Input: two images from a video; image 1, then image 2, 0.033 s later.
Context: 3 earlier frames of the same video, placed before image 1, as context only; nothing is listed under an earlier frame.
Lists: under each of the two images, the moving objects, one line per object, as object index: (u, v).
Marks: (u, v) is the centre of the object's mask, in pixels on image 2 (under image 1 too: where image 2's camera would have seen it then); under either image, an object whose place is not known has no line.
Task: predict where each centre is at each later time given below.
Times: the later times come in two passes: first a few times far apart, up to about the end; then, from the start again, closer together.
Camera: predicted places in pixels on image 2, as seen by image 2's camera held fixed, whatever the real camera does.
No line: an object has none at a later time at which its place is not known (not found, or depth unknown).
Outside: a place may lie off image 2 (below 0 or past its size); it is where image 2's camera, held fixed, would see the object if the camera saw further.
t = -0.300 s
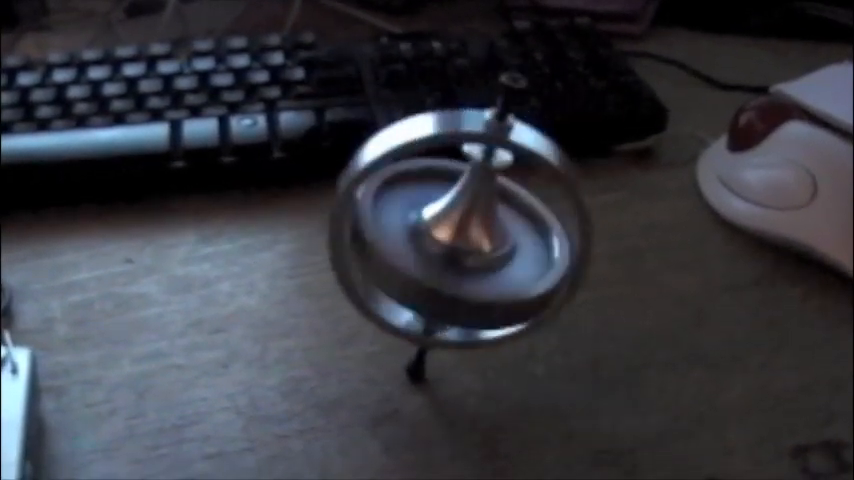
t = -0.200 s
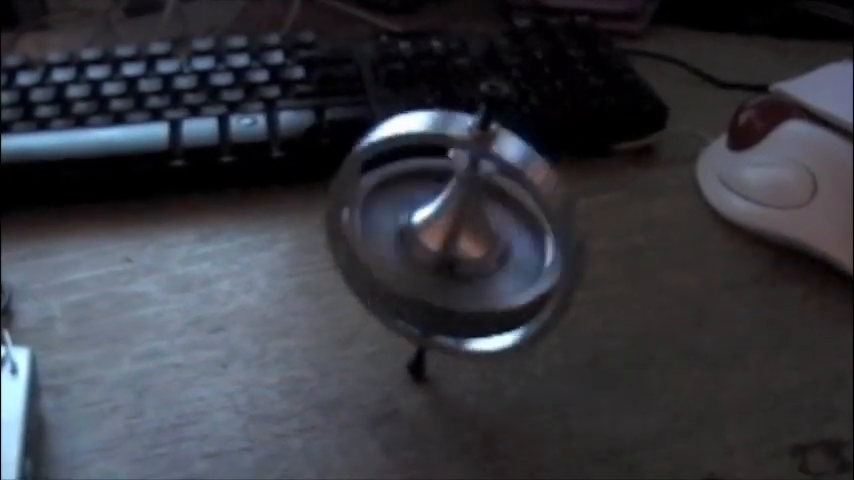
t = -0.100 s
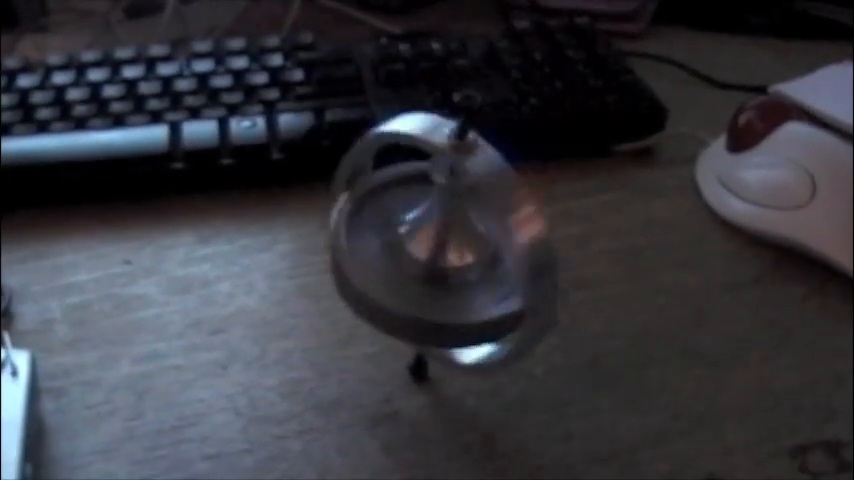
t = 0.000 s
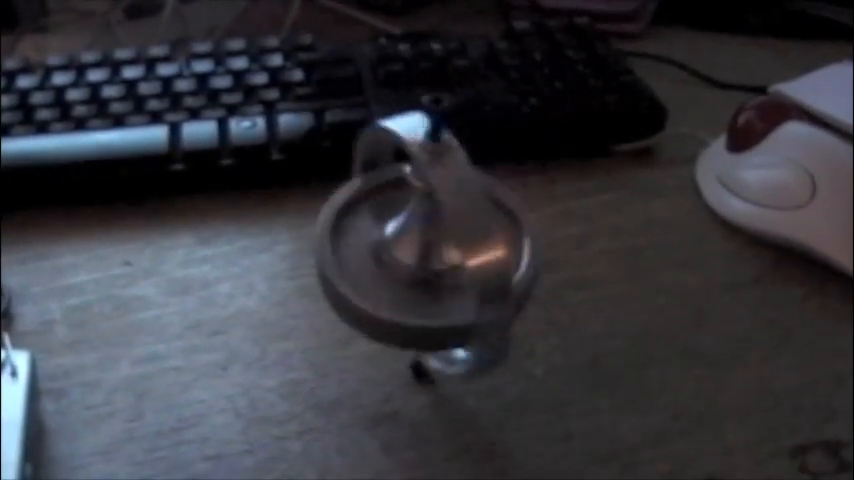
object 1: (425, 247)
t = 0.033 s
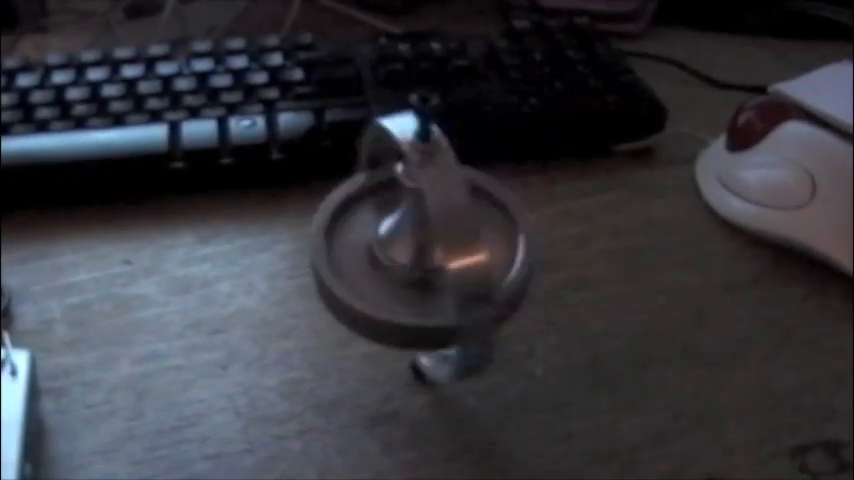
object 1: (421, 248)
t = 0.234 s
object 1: (395, 244)
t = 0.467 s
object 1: (371, 230)
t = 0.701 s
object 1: (383, 215)
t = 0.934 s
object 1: (408, 207)
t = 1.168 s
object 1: (435, 210)
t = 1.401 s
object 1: (451, 214)
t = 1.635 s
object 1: (458, 225)
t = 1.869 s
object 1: (452, 234)
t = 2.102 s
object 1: (418, 248)
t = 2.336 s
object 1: (387, 237)
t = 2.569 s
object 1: (372, 222)
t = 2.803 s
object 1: (390, 209)
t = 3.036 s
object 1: (418, 205)
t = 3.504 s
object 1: (456, 216)
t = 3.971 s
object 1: (437, 242)
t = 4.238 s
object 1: (401, 244)
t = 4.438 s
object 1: (378, 233)
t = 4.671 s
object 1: (378, 217)
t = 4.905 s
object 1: (402, 207)
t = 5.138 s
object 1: (430, 206)
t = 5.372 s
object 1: (448, 212)
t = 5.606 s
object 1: (459, 223)
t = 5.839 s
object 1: (451, 230)
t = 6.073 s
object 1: (423, 245)
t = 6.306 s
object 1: (393, 239)
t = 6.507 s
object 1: (371, 225)
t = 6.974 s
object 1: (414, 205)
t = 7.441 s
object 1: (454, 215)
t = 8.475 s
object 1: (371, 226)
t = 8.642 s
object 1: (381, 216)
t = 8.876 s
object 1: (407, 207)
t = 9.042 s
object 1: (426, 206)
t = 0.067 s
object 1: (415, 249)
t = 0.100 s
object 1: (412, 249)
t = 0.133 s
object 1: (408, 246)
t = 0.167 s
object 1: (404, 246)
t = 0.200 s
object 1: (400, 245)
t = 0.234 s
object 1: (395, 244)
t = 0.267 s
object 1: (392, 242)
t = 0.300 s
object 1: (387, 240)
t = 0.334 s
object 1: (384, 237)
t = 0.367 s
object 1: (381, 235)
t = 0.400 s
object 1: (377, 233)
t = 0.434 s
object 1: (374, 233)
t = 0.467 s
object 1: (371, 230)
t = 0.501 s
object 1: (370, 228)
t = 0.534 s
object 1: (372, 224)
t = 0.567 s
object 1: (372, 220)
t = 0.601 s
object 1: (375, 220)
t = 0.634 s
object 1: (378, 218)
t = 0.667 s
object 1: (380, 216)
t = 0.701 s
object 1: (383, 215)
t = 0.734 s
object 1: (385, 213)
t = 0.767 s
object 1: (389, 212)
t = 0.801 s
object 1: (393, 210)
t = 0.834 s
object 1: (397, 209)
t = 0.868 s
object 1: (401, 209)
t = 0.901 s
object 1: (405, 207)
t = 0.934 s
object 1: (408, 207)
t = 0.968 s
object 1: (412, 207)
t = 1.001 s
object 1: (416, 207)
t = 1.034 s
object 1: (420, 207)
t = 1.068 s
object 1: (425, 207)
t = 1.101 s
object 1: (428, 207)
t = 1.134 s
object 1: (432, 209)
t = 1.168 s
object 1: (435, 210)
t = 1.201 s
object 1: (438, 212)
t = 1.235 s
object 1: (439, 212)
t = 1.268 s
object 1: (442, 212)
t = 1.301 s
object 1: (446, 212)
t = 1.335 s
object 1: (447, 213)
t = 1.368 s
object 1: (449, 213)
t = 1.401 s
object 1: (451, 214)
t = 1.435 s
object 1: (453, 215)
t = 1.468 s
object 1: (456, 216)
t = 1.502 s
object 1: (457, 217)
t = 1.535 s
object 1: (458, 219)
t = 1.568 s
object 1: (459, 222)
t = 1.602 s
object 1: (459, 223)
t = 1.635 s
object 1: (458, 225)
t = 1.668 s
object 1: (458, 227)
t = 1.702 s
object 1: (458, 228)
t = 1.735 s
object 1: (458, 231)
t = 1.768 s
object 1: (458, 231)
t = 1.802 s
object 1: (456, 232)
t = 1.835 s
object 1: (454, 233)
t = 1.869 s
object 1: (452, 234)
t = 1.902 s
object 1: (447, 236)
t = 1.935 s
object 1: (443, 239)
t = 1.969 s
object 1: (435, 242)
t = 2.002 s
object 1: (430, 245)
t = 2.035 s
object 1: (426, 247)
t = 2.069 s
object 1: (422, 247)
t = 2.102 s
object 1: (418, 248)
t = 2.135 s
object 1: (413, 248)
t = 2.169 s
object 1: (408, 246)
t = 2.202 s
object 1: (405, 245)
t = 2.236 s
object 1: (400, 243)
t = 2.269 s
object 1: (395, 243)
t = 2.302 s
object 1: (392, 239)
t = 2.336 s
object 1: (387, 237)
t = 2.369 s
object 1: (384, 235)
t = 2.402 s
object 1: (382, 233)
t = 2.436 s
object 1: (378, 232)
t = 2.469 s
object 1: (373, 230)
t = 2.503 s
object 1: (370, 227)
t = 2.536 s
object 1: (371, 224)
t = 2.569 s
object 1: (372, 222)
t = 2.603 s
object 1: (374, 219)
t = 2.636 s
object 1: (376, 218)
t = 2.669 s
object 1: (377, 216)
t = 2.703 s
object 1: (380, 214)
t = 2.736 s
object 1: (384, 213)
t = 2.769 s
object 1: (386, 212)
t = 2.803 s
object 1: (390, 209)
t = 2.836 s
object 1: (394, 207)
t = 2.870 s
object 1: (398, 208)
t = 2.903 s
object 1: (403, 207)
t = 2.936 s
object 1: (407, 206)
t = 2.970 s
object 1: (410, 206)
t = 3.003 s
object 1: (414, 205)
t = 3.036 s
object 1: (418, 205)
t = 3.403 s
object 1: (448, 212)
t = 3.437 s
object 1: (452, 214)
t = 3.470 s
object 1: (454, 215)
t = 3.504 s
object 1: (456, 216)
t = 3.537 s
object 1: (456, 218)
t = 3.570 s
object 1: (457, 219)
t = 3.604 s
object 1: (458, 220)
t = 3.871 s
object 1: (452, 233)
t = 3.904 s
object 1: (450, 235)
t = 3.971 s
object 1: (437, 242)
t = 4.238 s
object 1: (401, 244)
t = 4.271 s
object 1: (398, 243)
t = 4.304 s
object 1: (394, 242)
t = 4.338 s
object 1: (389, 240)
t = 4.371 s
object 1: (385, 238)
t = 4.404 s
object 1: (382, 235)
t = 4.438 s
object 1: (378, 233)
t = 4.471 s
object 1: (375, 230)
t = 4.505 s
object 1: (372, 228)
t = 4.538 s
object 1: (371, 225)
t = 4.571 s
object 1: (371, 223)
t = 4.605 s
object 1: (374, 220)
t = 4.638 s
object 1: (376, 219)
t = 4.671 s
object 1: (378, 217)
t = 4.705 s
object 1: (380, 215)
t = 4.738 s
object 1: (383, 215)
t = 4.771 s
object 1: (386, 213)
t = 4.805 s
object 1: (390, 211)
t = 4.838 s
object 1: (394, 210)
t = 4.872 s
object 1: (398, 209)
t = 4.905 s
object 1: (402, 207)
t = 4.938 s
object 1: (406, 207)
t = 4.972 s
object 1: (410, 206)
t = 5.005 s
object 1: (414, 206)
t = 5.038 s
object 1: (419, 207)
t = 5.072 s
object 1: (422, 207)
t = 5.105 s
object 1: (427, 206)
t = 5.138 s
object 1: (430, 206)
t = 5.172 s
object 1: (432, 208)
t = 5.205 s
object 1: (435, 209)
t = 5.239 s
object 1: (439, 211)
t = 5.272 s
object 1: (441, 213)
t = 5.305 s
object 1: (443, 212)
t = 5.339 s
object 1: (446, 211)
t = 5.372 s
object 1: (448, 212)
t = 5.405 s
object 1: (451, 213)
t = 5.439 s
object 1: (454, 214)
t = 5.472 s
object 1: (455, 216)
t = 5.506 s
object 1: (456, 218)
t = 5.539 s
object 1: (457, 219)
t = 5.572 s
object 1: (458, 221)
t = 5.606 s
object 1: (459, 223)
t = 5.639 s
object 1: (458, 224)
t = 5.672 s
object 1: (457, 224)
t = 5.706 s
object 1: (456, 225)
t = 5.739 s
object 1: (456, 228)
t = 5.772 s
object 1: (455, 229)
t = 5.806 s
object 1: (454, 229)
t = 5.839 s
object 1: (451, 230)
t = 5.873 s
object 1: (451, 234)
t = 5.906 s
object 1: (449, 235)
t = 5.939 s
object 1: (443, 239)
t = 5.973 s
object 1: (436, 243)
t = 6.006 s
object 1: (430, 244)
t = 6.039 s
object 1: (427, 245)
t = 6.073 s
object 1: (423, 245)
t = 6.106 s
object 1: (420, 246)
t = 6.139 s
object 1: (414, 246)
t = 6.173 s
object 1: (409, 245)
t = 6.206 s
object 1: (405, 244)
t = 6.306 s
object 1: (393, 239)
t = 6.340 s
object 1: (388, 238)
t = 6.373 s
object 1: (383, 236)
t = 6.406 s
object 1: (381, 232)
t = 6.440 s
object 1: (378, 232)
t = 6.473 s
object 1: (373, 228)
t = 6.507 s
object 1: (371, 225)
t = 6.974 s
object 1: (414, 205)
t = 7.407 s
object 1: (452, 215)
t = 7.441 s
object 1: (454, 215)
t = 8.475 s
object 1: (371, 226)
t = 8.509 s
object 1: (372, 223)
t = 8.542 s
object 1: (375, 221)
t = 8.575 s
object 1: (376, 219)
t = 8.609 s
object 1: (378, 217)
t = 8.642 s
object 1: (381, 216)
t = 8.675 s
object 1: (384, 215)
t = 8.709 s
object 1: (386, 213)
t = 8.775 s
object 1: (395, 209)
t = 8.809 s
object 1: (399, 208)
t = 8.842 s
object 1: (403, 208)
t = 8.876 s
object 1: (407, 207)
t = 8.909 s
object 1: (411, 206)
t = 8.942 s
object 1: (415, 206)
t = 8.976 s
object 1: (420, 207)
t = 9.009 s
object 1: (423, 207)
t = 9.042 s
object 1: (426, 206)
